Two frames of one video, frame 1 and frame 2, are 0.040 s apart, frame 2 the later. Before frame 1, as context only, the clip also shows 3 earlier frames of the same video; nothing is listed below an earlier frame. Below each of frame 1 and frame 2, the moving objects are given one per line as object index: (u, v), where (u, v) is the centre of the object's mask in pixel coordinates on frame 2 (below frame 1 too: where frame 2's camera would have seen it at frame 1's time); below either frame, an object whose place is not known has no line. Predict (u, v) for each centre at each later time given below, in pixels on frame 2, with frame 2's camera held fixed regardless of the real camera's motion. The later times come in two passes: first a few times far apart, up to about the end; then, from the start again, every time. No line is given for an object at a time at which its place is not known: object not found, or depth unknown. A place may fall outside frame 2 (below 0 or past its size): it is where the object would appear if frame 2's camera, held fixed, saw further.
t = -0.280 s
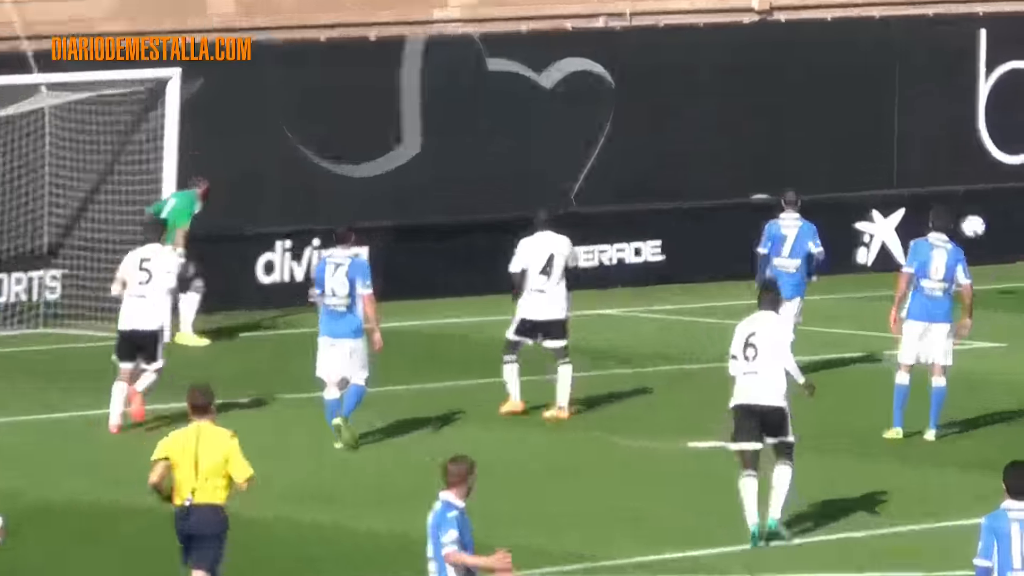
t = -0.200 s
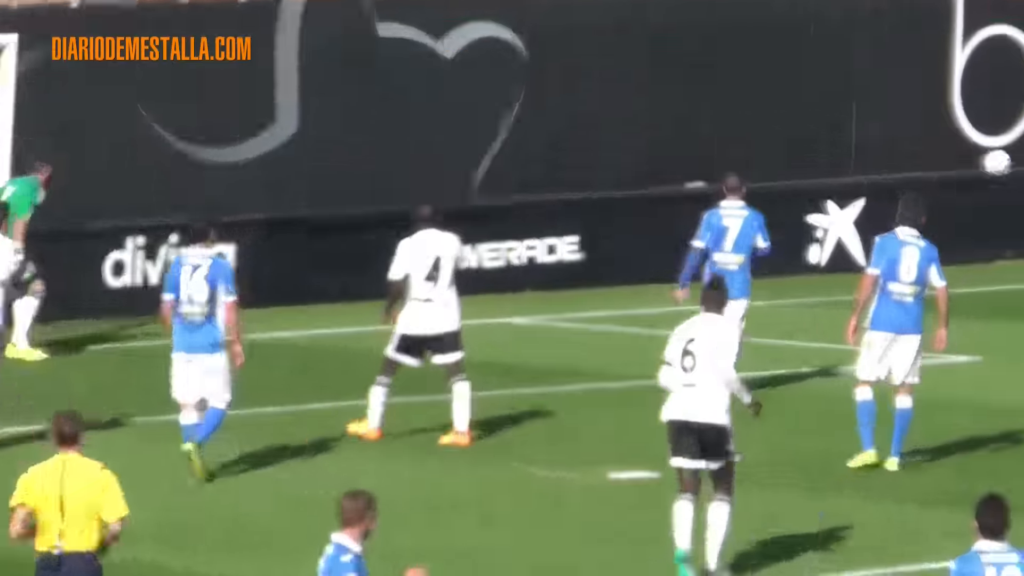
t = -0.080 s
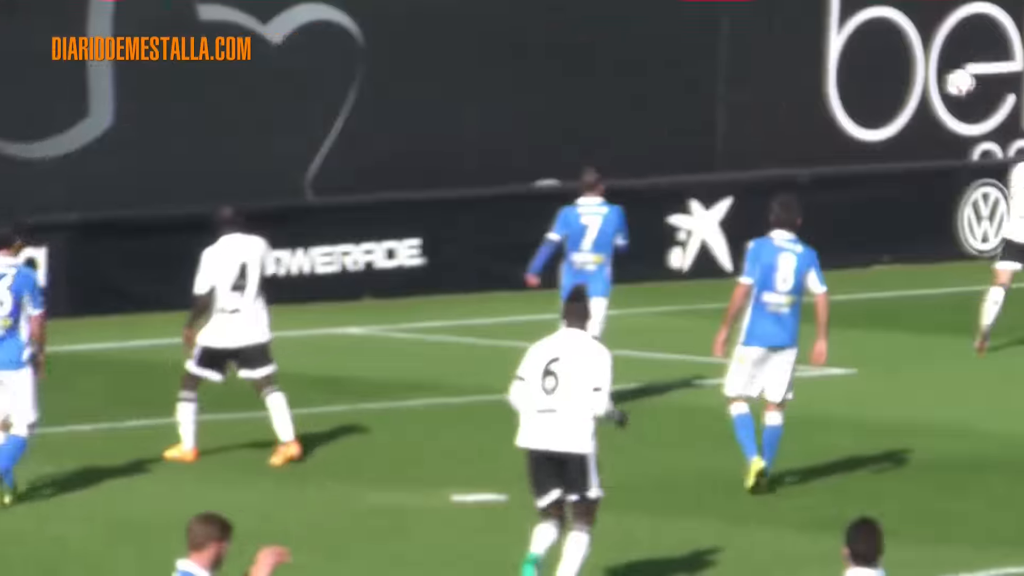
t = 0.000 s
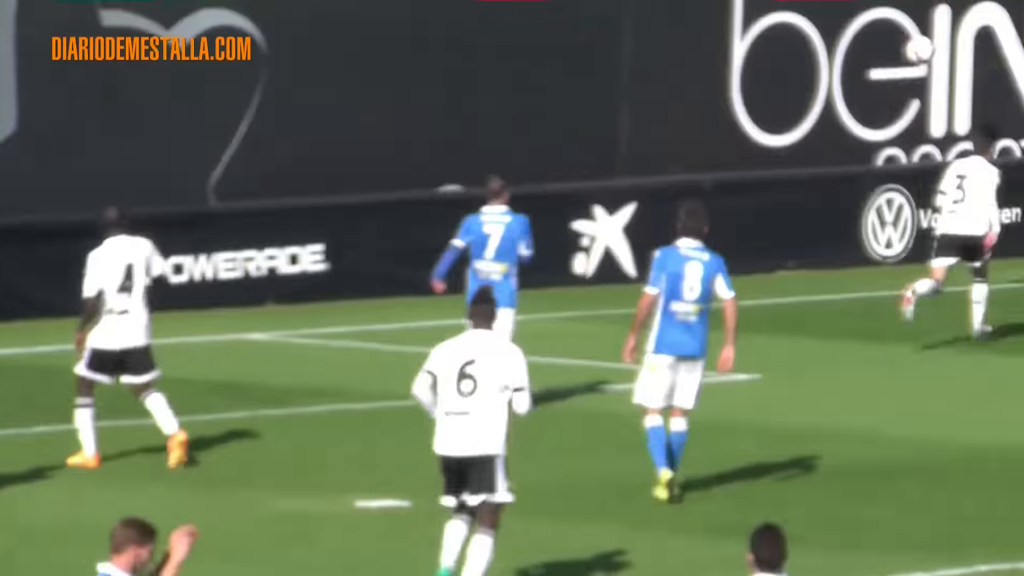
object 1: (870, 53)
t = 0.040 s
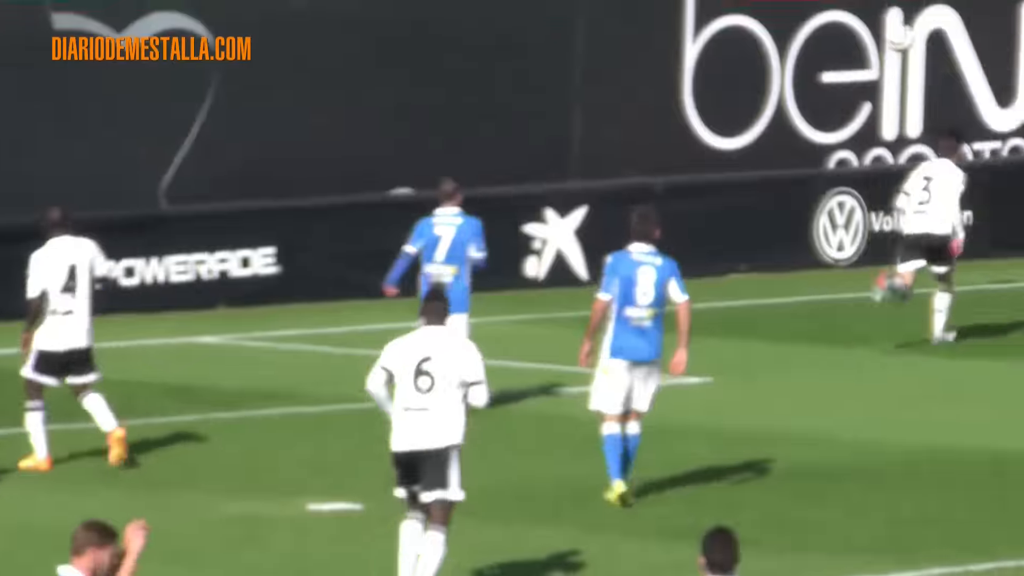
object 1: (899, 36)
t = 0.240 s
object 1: (1039, -13)
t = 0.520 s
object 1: (1232, -1)
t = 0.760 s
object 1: (1395, 99)
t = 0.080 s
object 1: (928, 21)
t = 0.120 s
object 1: (956, 8)
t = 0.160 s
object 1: (983, -1)
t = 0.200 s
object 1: (1010, -8)
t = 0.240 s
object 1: (1039, -13)
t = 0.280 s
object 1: (1067, -18)
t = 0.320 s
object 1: (1094, -21)
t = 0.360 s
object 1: (1123, -23)
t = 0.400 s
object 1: (1150, -22)
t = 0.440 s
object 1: (1177, -17)
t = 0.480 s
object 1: (1205, -11)
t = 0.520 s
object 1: (1232, -1)
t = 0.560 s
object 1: (1260, 9)
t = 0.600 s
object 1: (1285, 23)
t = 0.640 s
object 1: (1313, 40)
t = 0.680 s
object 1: (1341, 56)
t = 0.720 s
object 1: (1368, 77)
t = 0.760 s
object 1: (1395, 99)
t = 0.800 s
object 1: (1422, 123)
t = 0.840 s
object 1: (1449, 151)
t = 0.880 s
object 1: (1476, 179)
